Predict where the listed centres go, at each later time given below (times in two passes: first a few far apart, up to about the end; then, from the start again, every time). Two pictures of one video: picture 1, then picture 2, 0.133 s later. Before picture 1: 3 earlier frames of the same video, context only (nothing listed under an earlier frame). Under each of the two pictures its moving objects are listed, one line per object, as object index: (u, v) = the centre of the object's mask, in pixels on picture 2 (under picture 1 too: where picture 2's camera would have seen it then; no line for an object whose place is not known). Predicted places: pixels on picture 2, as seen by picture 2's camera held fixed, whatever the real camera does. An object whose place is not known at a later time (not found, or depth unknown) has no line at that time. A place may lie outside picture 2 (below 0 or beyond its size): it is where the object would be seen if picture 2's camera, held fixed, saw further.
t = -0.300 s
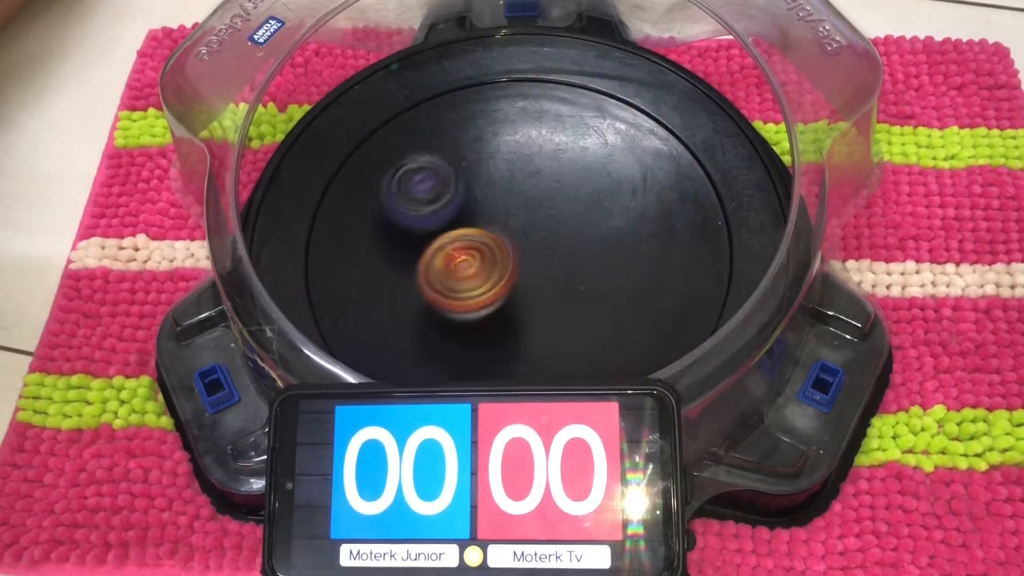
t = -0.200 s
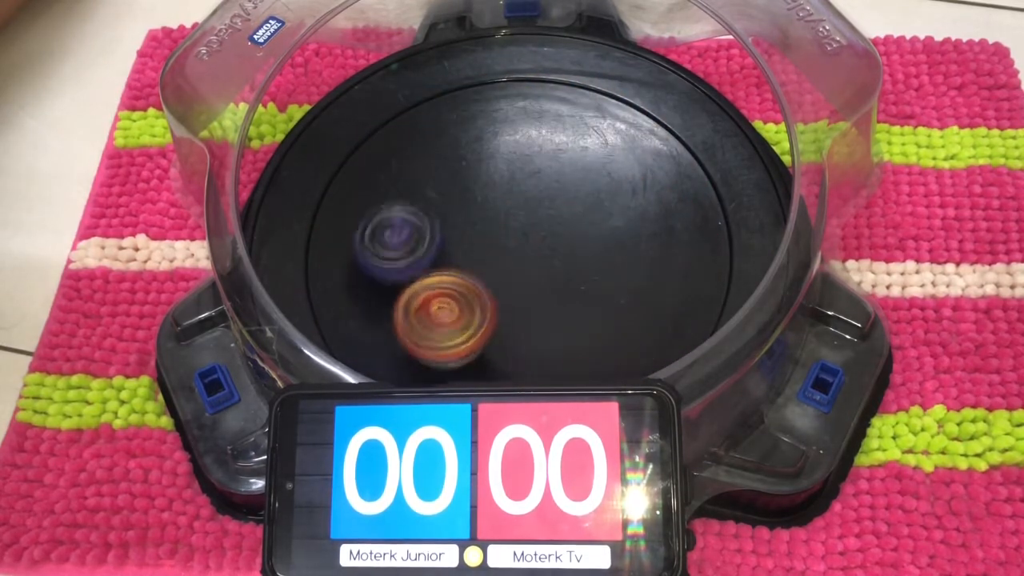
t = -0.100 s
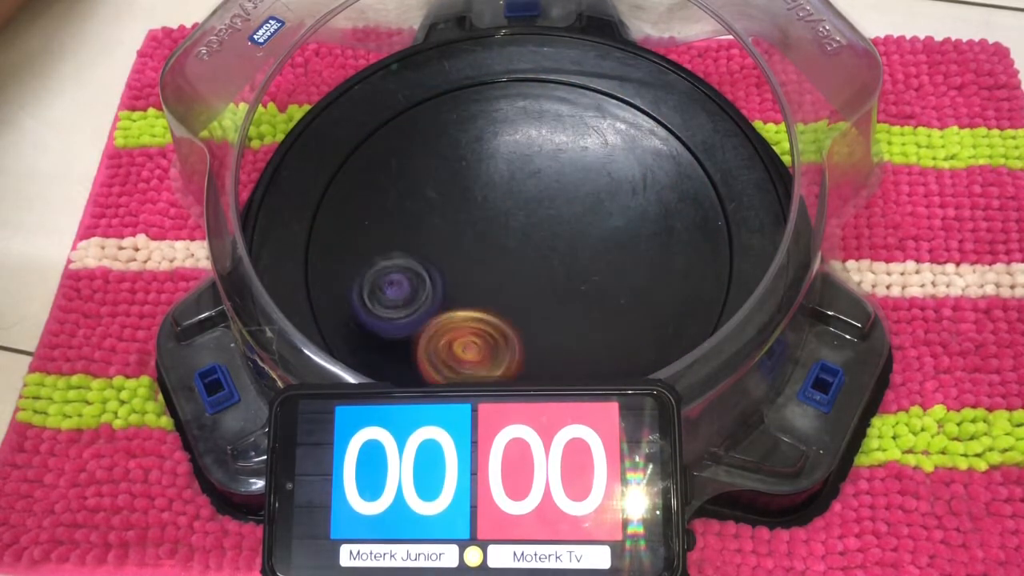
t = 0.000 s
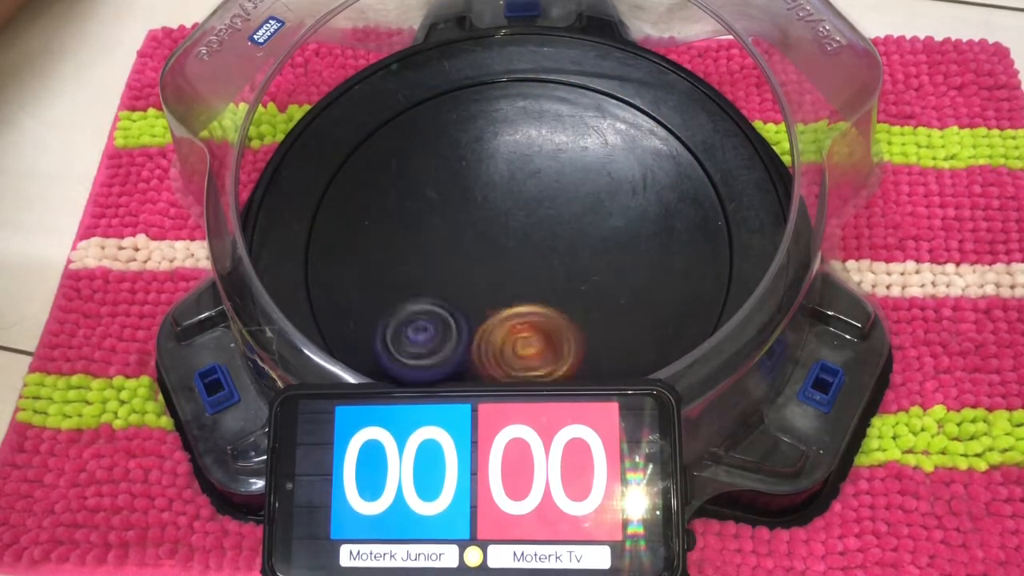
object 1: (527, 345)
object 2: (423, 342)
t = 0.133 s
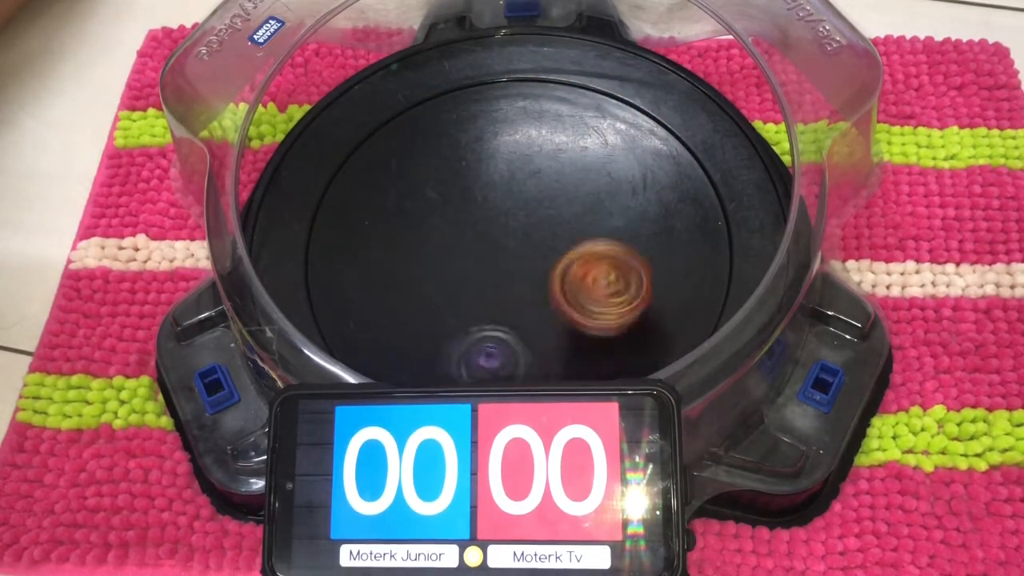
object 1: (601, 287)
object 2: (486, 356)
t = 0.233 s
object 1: (599, 222)
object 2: (559, 345)
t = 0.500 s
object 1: (462, 136)
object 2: (594, 214)
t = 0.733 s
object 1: (379, 227)
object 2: (499, 144)
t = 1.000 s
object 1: (547, 316)
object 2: (386, 209)
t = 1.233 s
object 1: (657, 222)
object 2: (468, 311)
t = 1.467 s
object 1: (563, 138)
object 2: (606, 295)
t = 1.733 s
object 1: (410, 231)
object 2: (627, 178)
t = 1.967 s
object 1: (439, 342)
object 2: (502, 167)
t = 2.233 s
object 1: (597, 295)
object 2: (421, 276)
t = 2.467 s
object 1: (571, 165)
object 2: (490, 351)
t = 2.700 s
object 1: (453, 129)
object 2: (600, 300)
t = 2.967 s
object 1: (418, 262)
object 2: (547, 182)
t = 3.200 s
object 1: (559, 321)
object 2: (436, 166)
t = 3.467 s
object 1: (653, 231)
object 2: (406, 273)
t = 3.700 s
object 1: (532, 171)
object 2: (536, 311)
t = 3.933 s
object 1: (402, 221)
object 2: (625, 235)
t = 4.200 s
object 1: (432, 326)
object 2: (557, 156)
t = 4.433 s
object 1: (573, 276)
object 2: (453, 213)
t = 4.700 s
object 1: (586, 154)
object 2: (456, 325)
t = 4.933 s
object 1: (479, 146)
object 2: (567, 336)
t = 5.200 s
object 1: (451, 280)
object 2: (580, 220)
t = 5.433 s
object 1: (547, 338)
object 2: (488, 170)
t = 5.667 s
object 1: (605, 253)
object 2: (397, 217)
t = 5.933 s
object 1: (495, 171)
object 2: (476, 306)
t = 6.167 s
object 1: (399, 203)
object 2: (592, 275)
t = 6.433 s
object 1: (494, 287)
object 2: (600, 179)
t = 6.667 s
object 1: (606, 250)
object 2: (496, 180)
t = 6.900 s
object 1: (588, 178)
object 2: (440, 266)
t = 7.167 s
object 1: (466, 227)
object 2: (510, 341)
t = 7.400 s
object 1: (446, 310)
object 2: (593, 280)
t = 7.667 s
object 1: (542, 287)
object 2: (533, 186)
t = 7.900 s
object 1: (539, 193)
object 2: (437, 183)
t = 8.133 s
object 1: (469, 157)
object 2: (420, 267)
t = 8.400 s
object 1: (466, 233)
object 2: (552, 310)
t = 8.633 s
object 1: (506, 220)
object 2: (632, 258)
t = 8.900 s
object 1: (484, 186)
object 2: (585, 192)
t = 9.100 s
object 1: (411, 190)
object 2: (507, 216)
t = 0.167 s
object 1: (606, 264)
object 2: (510, 355)
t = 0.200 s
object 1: (605, 242)
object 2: (533, 351)
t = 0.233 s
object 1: (599, 222)
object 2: (559, 345)
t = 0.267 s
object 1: (590, 202)
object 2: (573, 337)
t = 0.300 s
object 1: (576, 185)
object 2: (586, 325)
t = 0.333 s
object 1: (560, 170)
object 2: (597, 307)
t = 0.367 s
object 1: (542, 157)
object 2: (604, 289)
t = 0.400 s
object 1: (522, 147)
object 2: (607, 271)
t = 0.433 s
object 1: (502, 140)
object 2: (604, 250)
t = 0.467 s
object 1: (482, 137)
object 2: (600, 232)
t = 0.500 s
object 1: (462, 136)
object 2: (594, 214)
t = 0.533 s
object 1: (442, 139)
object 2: (584, 199)
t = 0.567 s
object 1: (424, 146)
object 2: (574, 186)
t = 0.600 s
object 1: (407, 156)
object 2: (561, 174)
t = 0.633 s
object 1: (393, 170)
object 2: (546, 163)
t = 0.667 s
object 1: (383, 187)
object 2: (530, 154)
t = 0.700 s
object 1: (378, 206)
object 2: (514, 148)
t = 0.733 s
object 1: (379, 227)
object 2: (499, 144)
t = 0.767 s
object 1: (386, 249)
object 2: (478, 140)
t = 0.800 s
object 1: (399, 270)
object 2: (461, 142)
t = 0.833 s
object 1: (417, 287)
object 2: (444, 145)
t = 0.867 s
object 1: (439, 301)
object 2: (427, 152)
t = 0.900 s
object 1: (464, 311)
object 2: (409, 165)
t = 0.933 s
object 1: (492, 317)
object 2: (397, 176)
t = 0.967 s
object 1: (520, 318)
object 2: (390, 192)
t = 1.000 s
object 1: (547, 316)
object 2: (386, 209)
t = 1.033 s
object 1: (572, 310)
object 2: (386, 226)
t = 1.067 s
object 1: (594, 300)
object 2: (389, 245)
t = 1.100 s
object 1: (614, 288)
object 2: (397, 263)
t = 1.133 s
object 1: (630, 273)
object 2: (411, 280)
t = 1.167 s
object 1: (643, 257)
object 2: (427, 294)
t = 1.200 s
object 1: (653, 240)
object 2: (445, 305)
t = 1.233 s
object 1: (657, 222)
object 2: (468, 311)
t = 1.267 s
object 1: (656, 204)
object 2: (486, 318)
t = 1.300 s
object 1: (651, 187)
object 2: (508, 321)
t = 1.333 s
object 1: (642, 172)
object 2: (530, 321)
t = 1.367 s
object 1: (628, 158)
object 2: (551, 318)
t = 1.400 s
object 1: (610, 148)
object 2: (570, 312)
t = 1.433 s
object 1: (588, 141)
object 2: (590, 304)
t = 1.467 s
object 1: (563, 138)
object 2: (606, 295)
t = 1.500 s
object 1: (538, 140)
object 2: (620, 281)
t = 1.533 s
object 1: (514, 146)
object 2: (631, 265)
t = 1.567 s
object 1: (491, 155)
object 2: (637, 251)
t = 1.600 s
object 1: (469, 166)
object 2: (642, 236)
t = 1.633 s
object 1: (450, 180)
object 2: (645, 221)
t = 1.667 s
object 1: (434, 195)
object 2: (643, 205)
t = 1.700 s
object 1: (420, 213)
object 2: (637, 190)
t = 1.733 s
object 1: (410, 231)
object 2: (627, 178)
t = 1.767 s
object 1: (403, 249)
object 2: (614, 168)
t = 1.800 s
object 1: (400, 267)
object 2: (597, 161)
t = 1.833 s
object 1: (400, 285)
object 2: (579, 155)
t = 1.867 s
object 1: (404, 302)
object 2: (559, 153)
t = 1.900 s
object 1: (411, 319)
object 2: (539, 155)
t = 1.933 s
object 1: (424, 332)
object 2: (520, 160)
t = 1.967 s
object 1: (439, 342)
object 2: (502, 167)
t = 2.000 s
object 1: (456, 348)
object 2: (485, 179)
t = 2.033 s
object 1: (478, 349)
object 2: (469, 190)
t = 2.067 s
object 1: (501, 350)
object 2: (455, 201)
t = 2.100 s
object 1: (527, 348)
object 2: (442, 215)
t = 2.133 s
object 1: (551, 341)
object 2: (433, 230)
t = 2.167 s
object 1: (569, 331)
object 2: (426, 245)
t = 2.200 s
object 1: (586, 315)
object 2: (422, 261)
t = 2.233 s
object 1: (597, 295)
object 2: (421, 276)
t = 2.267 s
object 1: (605, 275)
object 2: (423, 291)
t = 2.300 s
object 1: (607, 254)
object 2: (427, 306)
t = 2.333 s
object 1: (605, 233)
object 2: (434, 320)
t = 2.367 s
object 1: (600, 213)
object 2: (444, 334)
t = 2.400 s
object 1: (594, 195)
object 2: (457, 342)
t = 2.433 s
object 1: (583, 180)
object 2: (473, 347)
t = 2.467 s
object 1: (571, 165)
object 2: (490, 351)
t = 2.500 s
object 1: (556, 152)
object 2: (508, 352)
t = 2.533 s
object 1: (542, 141)
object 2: (530, 350)
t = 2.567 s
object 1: (525, 134)
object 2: (549, 346)
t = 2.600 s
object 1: (509, 128)
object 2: (567, 341)
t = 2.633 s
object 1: (490, 125)
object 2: (582, 331)
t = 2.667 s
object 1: (471, 125)
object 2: (593, 317)
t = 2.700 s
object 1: (453, 129)
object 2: (600, 300)
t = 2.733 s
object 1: (437, 136)
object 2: (603, 284)
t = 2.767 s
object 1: (422, 147)
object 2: (603, 265)
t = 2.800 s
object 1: (409, 162)
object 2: (599, 247)
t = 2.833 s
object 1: (402, 180)
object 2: (594, 231)
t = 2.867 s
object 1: (399, 200)
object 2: (584, 216)
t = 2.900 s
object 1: (401, 221)
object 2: (573, 203)
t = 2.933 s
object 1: (407, 241)
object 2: (561, 192)
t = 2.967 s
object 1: (418, 262)
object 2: (547, 182)
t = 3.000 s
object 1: (434, 277)
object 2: (532, 174)
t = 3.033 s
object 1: (451, 292)
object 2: (517, 167)
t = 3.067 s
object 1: (471, 303)
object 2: (502, 162)
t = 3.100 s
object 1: (491, 313)
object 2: (485, 159)
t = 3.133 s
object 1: (515, 318)
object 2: (467, 159)
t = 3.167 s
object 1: (537, 321)
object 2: (452, 161)
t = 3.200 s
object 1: (559, 321)
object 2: (436, 166)
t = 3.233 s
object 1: (580, 317)
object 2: (419, 174)
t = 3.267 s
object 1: (600, 311)
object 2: (406, 183)
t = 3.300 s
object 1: (617, 302)
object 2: (397, 195)
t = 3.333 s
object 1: (631, 292)
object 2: (390, 210)
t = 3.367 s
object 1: (642, 278)
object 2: (388, 224)
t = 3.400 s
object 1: (652, 263)
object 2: (390, 243)
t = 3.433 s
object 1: (655, 247)
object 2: (395, 258)
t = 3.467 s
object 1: (653, 231)
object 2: (406, 273)
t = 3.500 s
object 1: (646, 214)
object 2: (420, 286)
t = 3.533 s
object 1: (635, 200)
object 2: (437, 298)
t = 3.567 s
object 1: (619, 189)
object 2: (454, 305)
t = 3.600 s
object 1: (599, 181)
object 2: (476, 312)
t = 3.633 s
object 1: (578, 174)
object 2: (497, 314)
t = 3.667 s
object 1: (556, 172)
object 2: (517, 314)
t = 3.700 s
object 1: (532, 171)
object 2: (536, 311)
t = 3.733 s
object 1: (509, 173)
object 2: (555, 305)
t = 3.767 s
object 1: (487, 176)
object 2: (573, 295)
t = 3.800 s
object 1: (467, 182)
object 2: (589, 289)
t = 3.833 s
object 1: (446, 190)
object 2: (601, 275)
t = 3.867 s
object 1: (430, 198)
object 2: (612, 262)
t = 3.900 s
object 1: (415, 209)
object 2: (619, 249)
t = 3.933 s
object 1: (402, 221)
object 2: (625, 235)
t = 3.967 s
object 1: (392, 235)
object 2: (629, 221)
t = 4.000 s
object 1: (386, 248)
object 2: (628, 207)
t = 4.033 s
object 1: (383, 263)
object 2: (624, 194)
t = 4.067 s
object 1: (382, 278)
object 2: (616, 182)
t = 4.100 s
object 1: (389, 293)
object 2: (605, 172)
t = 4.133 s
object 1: (399, 306)
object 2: (591, 164)
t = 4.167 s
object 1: (413, 317)
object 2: (575, 158)
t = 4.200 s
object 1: (432, 326)
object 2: (557, 156)
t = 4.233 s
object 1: (455, 328)
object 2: (539, 157)
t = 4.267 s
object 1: (477, 328)
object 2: (521, 161)
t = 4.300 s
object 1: (499, 324)
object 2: (505, 168)
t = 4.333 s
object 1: (523, 316)
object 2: (490, 178)
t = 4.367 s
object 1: (542, 304)
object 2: (474, 188)
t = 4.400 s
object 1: (559, 291)
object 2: (463, 200)
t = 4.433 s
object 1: (573, 276)
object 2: (453, 213)
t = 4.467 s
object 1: (584, 260)
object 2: (444, 227)
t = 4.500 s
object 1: (591, 243)
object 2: (438, 242)
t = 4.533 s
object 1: (598, 227)
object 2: (434, 257)
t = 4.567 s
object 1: (601, 211)
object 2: (433, 272)
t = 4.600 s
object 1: (600, 195)
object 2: (435, 287)
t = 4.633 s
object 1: (599, 180)
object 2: (439, 301)
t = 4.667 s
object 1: (594, 167)
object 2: (446, 313)
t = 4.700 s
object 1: (586, 154)
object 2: (456, 325)
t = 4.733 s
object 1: (577, 143)
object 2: (468, 335)
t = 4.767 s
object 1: (564, 133)
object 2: (481, 342)
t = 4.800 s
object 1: (549, 128)
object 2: (499, 344)
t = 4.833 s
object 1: (533, 126)
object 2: (515, 346)
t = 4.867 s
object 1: (515, 128)
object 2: (534, 344)
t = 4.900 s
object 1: (496, 134)
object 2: (551, 342)
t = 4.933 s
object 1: (479, 146)
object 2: (567, 336)
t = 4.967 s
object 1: (466, 159)
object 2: (581, 325)
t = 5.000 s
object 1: (456, 174)
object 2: (591, 311)
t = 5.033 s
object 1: (448, 193)
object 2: (598, 297)
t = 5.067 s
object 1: (444, 210)
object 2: (599, 281)
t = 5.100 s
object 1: (442, 228)
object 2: (599, 264)
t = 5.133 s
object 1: (441, 247)
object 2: (595, 248)
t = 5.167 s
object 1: (446, 264)
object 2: (589, 233)
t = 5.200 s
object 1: (451, 280)
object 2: (580, 220)
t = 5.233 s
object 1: (458, 296)
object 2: (570, 208)
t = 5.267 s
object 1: (470, 308)
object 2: (558, 198)
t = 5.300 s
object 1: (482, 320)
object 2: (545, 189)
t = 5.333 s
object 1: (495, 329)
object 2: (531, 182)
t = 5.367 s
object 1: (513, 334)
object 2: (518, 177)
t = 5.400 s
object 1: (529, 337)
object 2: (502, 173)
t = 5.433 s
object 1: (547, 338)
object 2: (488, 170)
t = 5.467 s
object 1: (568, 334)
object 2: (471, 169)
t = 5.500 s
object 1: (583, 329)
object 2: (455, 170)
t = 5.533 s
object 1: (597, 317)
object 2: (440, 175)
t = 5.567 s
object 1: (606, 303)
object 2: (426, 182)
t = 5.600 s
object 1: (610, 286)
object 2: (414, 191)
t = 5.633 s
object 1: (610, 268)
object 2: (405, 202)
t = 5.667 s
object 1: (605, 253)
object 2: (397, 217)
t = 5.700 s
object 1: (596, 237)
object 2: (395, 230)
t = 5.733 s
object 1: (586, 223)
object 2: (396, 244)
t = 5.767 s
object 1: (574, 210)
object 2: (402, 261)
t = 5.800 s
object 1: (560, 198)
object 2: (412, 273)
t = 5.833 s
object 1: (545, 190)
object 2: (424, 285)
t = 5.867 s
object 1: (527, 182)
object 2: (439, 294)
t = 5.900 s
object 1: (512, 175)
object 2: (457, 301)
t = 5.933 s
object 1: (495, 171)
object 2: (476, 306)
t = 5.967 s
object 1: (477, 168)
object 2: (493, 308)
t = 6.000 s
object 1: (461, 166)
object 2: (512, 308)
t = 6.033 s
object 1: (445, 169)
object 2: (532, 306)
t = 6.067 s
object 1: (430, 173)
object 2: (550, 303)
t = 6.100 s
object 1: (417, 179)
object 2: (567, 293)
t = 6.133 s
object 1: (405, 190)
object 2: (581, 285)
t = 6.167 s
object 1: (399, 203)
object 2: (592, 275)
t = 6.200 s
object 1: (396, 218)
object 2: (602, 264)
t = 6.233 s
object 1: (398, 234)
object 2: (611, 251)
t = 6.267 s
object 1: (407, 249)
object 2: (615, 239)
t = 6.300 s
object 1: (420, 261)
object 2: (619, 226)
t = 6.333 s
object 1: (436, 273)
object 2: (620, 212)
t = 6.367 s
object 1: (455, 280)
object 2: (616, 199)
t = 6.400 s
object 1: (473, 285)
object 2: (609, 188)
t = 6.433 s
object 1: (494, 287)
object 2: (600, 179)
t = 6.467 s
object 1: (513, 288)
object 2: (589, 171)
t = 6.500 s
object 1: (532, 285)
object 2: (574, 166)
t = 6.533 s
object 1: (551, 281)
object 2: (558, 163)
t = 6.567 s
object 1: (566, 276)
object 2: (542, 163)
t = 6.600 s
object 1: (582, 269)
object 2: (526, 166)
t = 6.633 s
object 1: (595, 260)
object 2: (509, 172)
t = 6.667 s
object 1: (606, 250)
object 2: (496, 180)
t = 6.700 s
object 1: (617, 239)
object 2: (482, 190)
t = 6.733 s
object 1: (622, 227)
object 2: (469, 201)
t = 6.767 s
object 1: (626, 213)
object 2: (459, 212)
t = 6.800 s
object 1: (623, 201)
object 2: (451, 225)
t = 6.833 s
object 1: (615, 190)
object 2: (445, 239)
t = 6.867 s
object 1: (604, 182)
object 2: (440, 252)
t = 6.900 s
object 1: (588, 178)
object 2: (440, 266)
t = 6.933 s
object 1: (574, 175)
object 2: (440, 280)
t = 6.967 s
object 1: (556, 176)
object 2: (443, 293)
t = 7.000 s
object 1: (538, 181)
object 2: (449, 305)
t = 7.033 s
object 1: (522, 187)
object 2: (457, 317)
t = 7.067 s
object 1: (504, 196)
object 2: (468, 327)
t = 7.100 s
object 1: (491, 205)
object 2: (480, 334)
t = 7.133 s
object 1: (477, 217)
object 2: (494, 338)
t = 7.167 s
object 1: (466, 227)
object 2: (510, 341)
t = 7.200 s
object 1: (457, 239)
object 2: (526, 341)
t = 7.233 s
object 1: (448, 252)
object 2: (544, 339)
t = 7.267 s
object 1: (443, 263)
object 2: (560, 332)
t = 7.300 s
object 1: (439, 275)
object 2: (573, 321)
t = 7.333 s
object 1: (439, 287)
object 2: (583, 310)
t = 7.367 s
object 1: (441, 299)
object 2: (589, 296)
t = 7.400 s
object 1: (446, 310)
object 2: (593, 280)
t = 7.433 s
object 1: (455, 318)
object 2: (594, 265)
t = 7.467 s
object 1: (465, 324)
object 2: (591, 251)
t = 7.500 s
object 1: (480, 326)
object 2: (585, 237)
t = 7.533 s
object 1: (494, 325)
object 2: (577, 224)
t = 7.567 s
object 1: (510, 320)
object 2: (568, 213)
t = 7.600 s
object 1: (523, 311)
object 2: (558, 203)
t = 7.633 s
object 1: (533, 300)
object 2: (546, 194)
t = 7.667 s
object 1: (542, 287)
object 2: (533, 186)
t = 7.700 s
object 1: (547, 273)
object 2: (521, 180)
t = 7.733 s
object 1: (551, 259)
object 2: (508, 176)
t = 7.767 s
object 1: (551, 244)
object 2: (493, 174)
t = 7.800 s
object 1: (551, 230)
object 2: (479, 173)
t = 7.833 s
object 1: (548, 217)
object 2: (464, 173)
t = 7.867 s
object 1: (544, 204)
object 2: (450, 177)
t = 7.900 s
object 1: (539, 193)
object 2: (437, 183)
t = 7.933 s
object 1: (533, 183)
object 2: (426, 191)
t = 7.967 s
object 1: (525, 173)
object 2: (416, 202)
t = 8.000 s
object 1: (514, 165)
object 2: (409, 213)
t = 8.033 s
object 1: (504, 159)
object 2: (407, 227)
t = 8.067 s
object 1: (492, 155)
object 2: (407, 241)
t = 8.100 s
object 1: (482, 154)
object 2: (412, 254)
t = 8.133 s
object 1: (469, 157)
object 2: (420, 267)
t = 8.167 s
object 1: (460, 164)
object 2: (432, 278)
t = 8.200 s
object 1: (453, 174)
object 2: (446, 287)
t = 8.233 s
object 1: (449, 186)
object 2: (461, 295)
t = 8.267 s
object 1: (448, 199)
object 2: (477, 299)
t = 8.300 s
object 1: (450, 213)
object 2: (494, 302)
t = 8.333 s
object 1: (456, 225)
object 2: (510, 303)
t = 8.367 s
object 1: (464, 230)
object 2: (531, 305)
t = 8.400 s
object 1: (466, 233)
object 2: (552, 310)
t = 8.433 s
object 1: (470, 234)
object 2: (569, 308)
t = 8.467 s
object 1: (476, 233)
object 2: (585, 306)
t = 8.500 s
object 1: (478, 231)
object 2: (598, 300)
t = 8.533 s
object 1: (487, 229)
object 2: (609, 288)
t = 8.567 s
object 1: (490, 227)
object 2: (619, 279)
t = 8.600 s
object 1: (500, 224)
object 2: (627, 269)
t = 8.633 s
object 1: (506, 220)
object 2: (632, 258)
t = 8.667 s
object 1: (514, 216)
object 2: (635, 245)
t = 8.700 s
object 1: (520, 211)
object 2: (636, 234)
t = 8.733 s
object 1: (526, 207)
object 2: (632, 221)
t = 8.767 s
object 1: (528, 203)
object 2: (626, 210)
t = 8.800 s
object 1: (522, 196)
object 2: (620, 202)
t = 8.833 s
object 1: (511, 192)
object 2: (612, 196)
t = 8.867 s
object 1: (499, 189)
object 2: (599, 193)
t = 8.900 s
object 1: (484, 186)
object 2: (585, 192)
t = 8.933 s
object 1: (471, 185)
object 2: (569, 192)
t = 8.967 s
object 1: (457, 185)
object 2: (555, 194)
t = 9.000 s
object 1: (444, 185)
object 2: (545, 197)
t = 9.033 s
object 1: (433, 186)
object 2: (532, 202)
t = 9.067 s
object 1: (421, 189)
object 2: (519, 209)
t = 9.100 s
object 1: (411, 190)
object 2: (507, 216)
